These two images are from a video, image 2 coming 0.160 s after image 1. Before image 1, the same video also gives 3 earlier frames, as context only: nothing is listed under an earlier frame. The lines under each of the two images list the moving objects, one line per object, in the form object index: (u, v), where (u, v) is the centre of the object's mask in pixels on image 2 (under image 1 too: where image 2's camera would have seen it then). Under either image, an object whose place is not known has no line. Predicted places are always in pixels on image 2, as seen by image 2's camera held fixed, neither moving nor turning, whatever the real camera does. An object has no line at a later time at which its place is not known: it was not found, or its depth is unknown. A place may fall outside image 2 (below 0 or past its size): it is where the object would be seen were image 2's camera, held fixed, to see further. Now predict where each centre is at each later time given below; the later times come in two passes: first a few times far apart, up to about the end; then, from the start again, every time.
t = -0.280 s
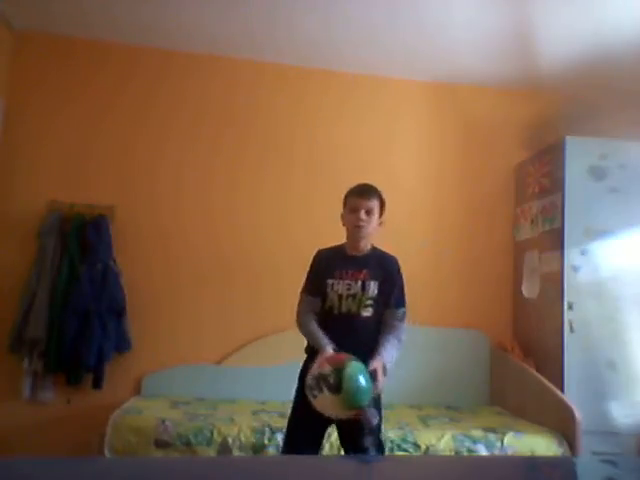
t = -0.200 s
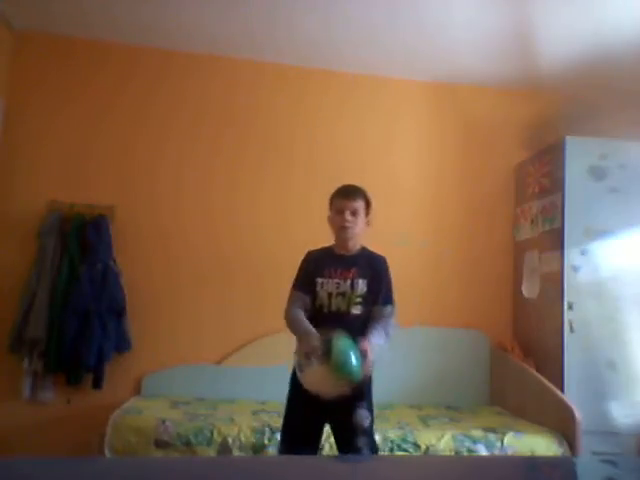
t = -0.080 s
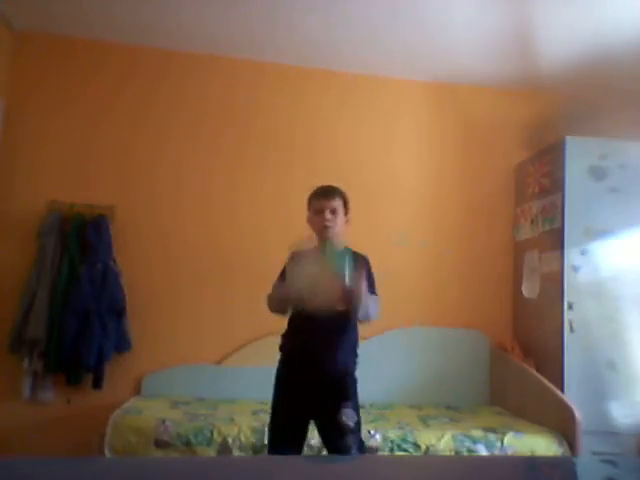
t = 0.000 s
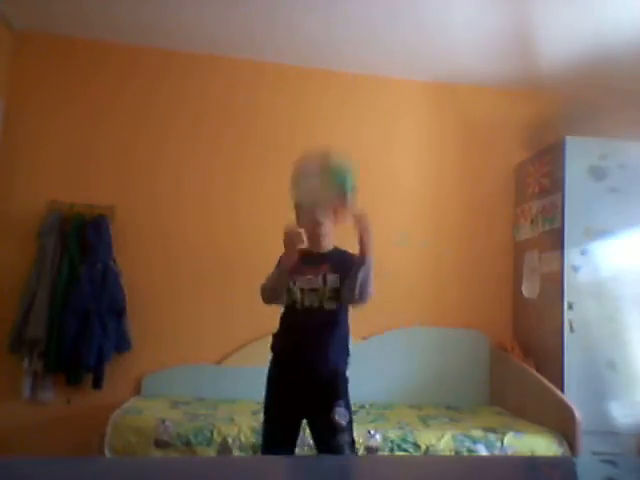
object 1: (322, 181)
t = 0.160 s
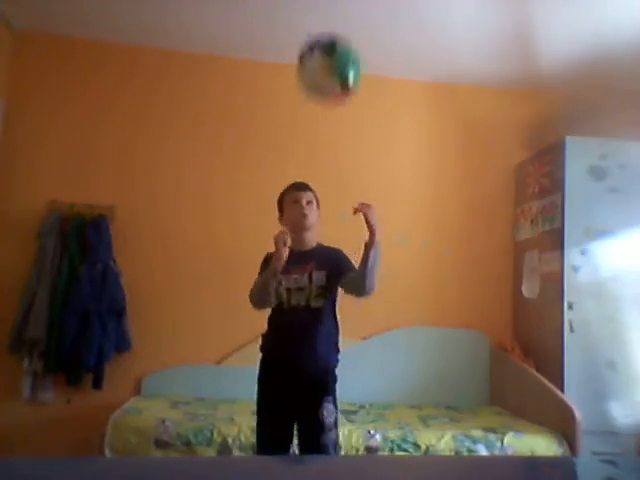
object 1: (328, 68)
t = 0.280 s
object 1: (330, 28)
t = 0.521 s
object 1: (328, 54)
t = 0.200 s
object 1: (330, 49)
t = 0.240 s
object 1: (330, 35)
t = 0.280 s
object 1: (330, 28)
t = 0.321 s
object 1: (331, 25)
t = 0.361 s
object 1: (331, 24)
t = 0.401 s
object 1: (331, 25)
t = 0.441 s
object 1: (329, 30)
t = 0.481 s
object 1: (329, 39)
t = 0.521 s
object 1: (328, 54)
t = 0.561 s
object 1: (327, 73)
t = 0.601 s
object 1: (326, 95)
